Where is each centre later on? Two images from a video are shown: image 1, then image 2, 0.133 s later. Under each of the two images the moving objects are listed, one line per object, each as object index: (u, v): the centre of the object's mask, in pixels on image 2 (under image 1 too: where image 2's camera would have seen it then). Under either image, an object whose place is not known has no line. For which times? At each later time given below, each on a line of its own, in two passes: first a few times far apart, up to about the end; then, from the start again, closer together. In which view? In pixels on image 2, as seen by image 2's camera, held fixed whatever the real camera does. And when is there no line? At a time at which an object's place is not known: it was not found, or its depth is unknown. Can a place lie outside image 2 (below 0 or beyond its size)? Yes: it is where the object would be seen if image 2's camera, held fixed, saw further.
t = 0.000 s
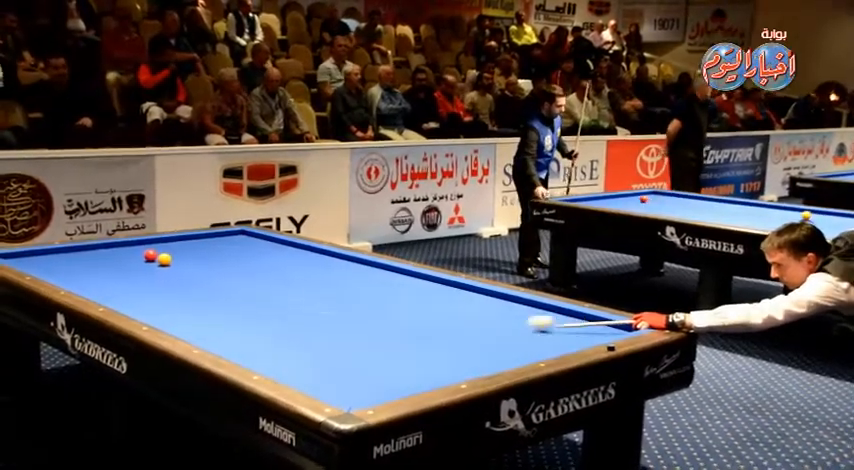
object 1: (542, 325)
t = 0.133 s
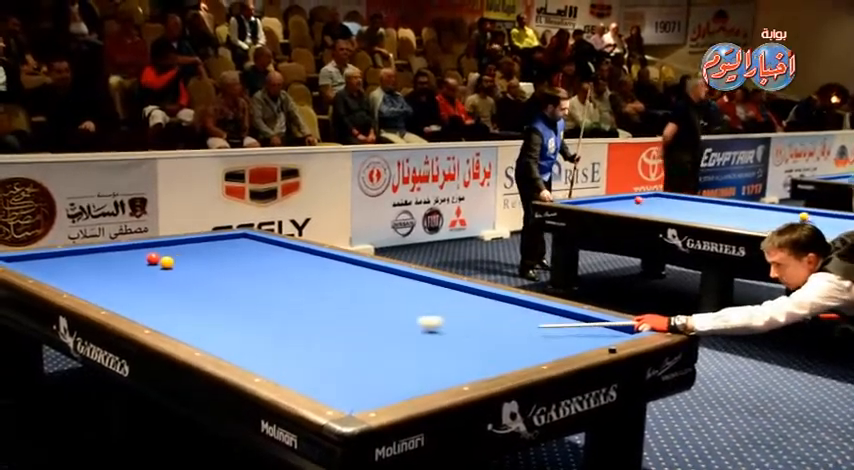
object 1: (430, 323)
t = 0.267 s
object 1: (325, 321)
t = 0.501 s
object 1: (159, 317)
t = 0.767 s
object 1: (210, 295)
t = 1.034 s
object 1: (238, 277)
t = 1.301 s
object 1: (254, 263)
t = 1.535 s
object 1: (266, 253)
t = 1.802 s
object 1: (274, 242)
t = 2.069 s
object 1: (229, 240)
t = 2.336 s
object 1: (201, 240)
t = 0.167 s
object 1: (404, 322)
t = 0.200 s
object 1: (378, 322)
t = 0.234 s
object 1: (350, 322)
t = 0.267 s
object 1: (325, 321)
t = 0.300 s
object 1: (300, 321)
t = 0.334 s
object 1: (276, 321)
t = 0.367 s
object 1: (251, 320)
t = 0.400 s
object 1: (228, 319)
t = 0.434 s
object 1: (205, 319)
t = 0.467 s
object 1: (181, 318)
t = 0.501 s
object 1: (159, 317)
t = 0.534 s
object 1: (156, 316)
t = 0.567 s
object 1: (165, 313)
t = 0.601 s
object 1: (174, 310)
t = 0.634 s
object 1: (183, 307)
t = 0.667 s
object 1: (191, 304)
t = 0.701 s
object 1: (197, 301)
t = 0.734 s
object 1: (204, 298)
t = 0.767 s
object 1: (210, 295)
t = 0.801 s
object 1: (214, 293)
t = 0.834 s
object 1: (220, 290)
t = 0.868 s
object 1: (223, 288)
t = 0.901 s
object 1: (227, 286)
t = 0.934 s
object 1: (230, 283)
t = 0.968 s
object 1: (233, 281)
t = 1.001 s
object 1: (235, 280)
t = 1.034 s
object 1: (238, 277)
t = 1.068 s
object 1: (240, 275)
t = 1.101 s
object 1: (242, 274)
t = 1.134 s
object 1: (244, 272)
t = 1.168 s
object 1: (246, 270)
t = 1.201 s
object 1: (248, 268)
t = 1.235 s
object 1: (250, 266)
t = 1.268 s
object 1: (252, 265)
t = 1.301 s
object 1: (254, 263)
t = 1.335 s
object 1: (256, 261)
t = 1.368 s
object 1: (258, 260)
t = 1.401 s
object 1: (260, 258)
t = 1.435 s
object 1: (261, 257)
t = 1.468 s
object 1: (263, 255)
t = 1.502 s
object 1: (264, 254)
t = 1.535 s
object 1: (266, 253)
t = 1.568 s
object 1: (267, 251)
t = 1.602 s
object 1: (269, 250)
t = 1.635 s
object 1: (270, 249)
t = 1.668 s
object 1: (272, 247)
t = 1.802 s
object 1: (274, 242)
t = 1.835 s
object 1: (268, 242)
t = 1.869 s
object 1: (262, 241)
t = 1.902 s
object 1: (256, 242)
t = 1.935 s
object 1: (250, 241)
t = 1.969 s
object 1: (245, 241)
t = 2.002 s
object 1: (240, 241)
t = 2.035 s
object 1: (234, 240)
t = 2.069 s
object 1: (229, 240)
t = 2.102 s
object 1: (224, 240)
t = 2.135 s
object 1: (219, 239)
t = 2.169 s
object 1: (213, 239)
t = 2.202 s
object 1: (208, 238)
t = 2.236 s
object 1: (205, 239)
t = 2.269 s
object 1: (203, 239)
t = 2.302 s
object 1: (202, 240)
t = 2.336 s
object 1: (201, 240)
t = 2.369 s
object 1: (200, 241)
